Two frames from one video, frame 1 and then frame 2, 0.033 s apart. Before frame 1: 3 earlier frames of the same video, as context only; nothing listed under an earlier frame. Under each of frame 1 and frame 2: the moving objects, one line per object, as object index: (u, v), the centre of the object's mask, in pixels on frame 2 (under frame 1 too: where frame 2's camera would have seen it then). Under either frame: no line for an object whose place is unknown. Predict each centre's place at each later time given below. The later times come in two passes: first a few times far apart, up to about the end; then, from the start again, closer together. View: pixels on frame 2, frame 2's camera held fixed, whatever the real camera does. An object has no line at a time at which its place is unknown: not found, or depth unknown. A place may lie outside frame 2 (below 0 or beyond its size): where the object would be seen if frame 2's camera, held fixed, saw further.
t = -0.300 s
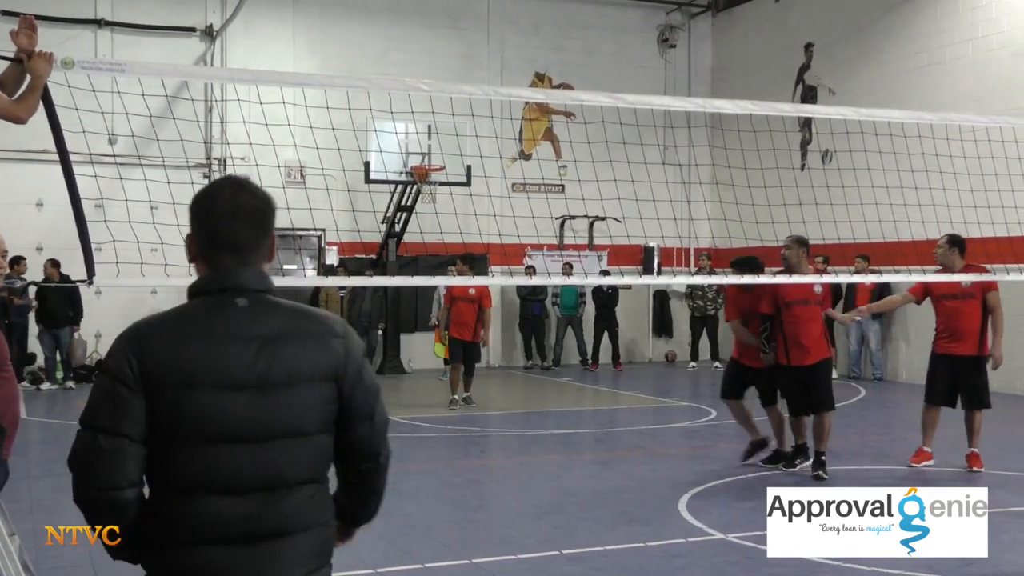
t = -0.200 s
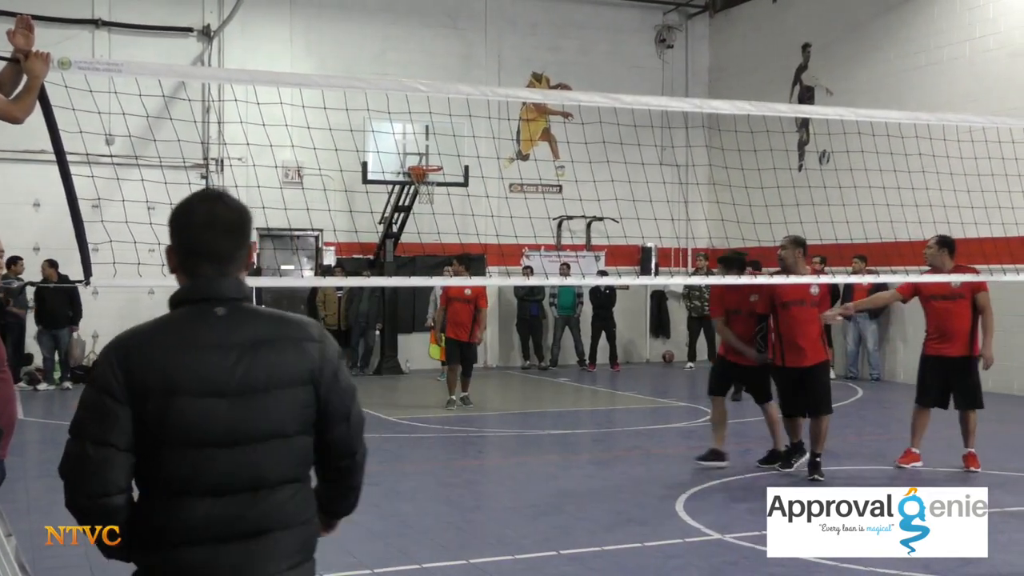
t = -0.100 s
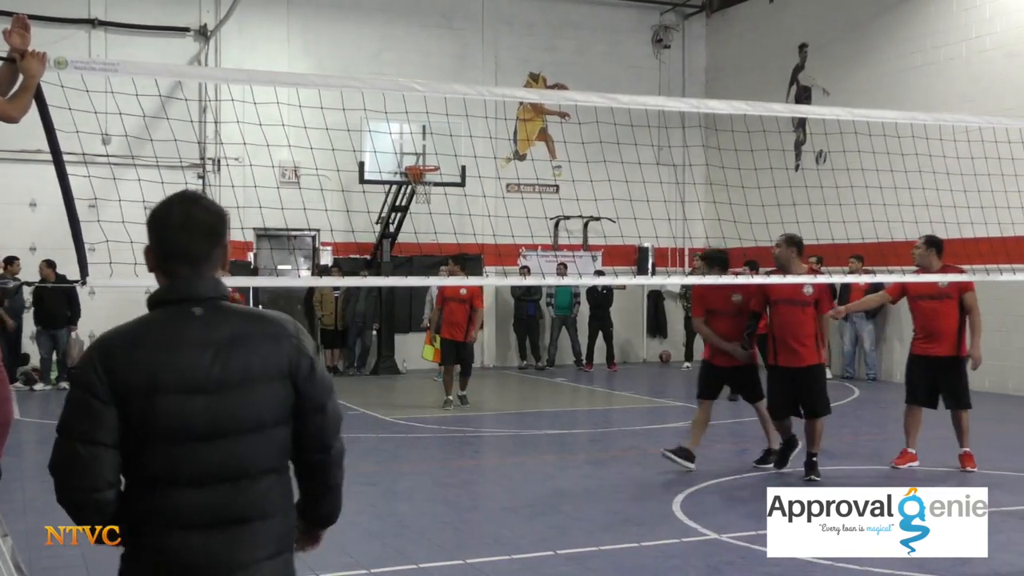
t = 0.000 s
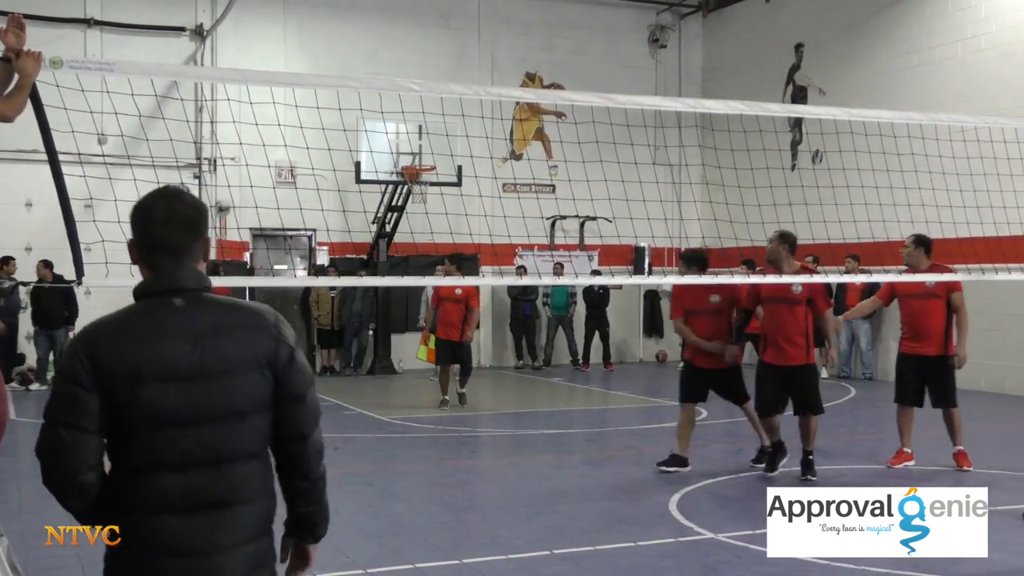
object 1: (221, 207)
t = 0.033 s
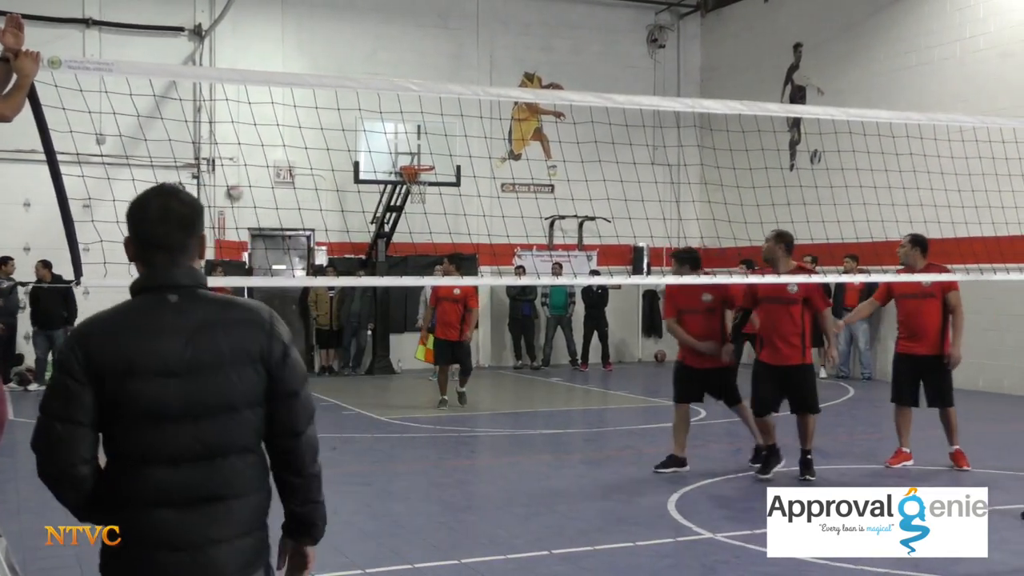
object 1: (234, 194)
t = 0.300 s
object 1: (365, 99)
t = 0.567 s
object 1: (580, 54)
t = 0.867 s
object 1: (1044, 148)
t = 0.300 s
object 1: (365, 99)
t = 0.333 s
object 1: (386, 96)
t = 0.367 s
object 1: (410, 74)
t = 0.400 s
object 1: (435, 71)
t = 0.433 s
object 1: (460, 67)
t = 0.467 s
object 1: (486, 61)
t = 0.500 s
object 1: (517, 57)
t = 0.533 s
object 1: (547, 54)
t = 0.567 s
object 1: (580, 54)
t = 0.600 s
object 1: (617, 53)
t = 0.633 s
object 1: (655, 55)
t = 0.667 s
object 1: (698, 59)
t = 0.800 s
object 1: (906, 104)
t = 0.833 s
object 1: (972, 124)
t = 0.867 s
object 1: (1044, 148)
